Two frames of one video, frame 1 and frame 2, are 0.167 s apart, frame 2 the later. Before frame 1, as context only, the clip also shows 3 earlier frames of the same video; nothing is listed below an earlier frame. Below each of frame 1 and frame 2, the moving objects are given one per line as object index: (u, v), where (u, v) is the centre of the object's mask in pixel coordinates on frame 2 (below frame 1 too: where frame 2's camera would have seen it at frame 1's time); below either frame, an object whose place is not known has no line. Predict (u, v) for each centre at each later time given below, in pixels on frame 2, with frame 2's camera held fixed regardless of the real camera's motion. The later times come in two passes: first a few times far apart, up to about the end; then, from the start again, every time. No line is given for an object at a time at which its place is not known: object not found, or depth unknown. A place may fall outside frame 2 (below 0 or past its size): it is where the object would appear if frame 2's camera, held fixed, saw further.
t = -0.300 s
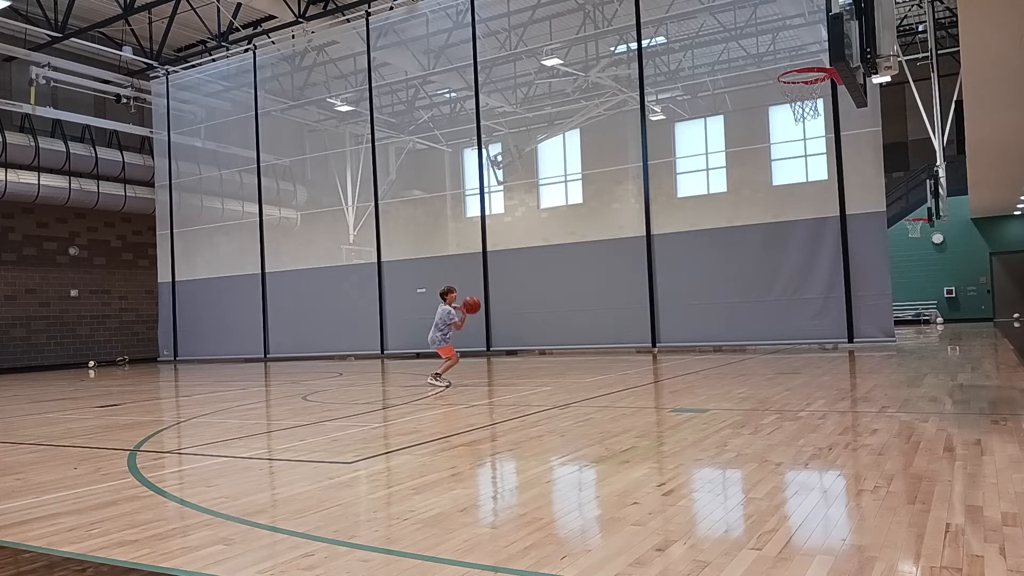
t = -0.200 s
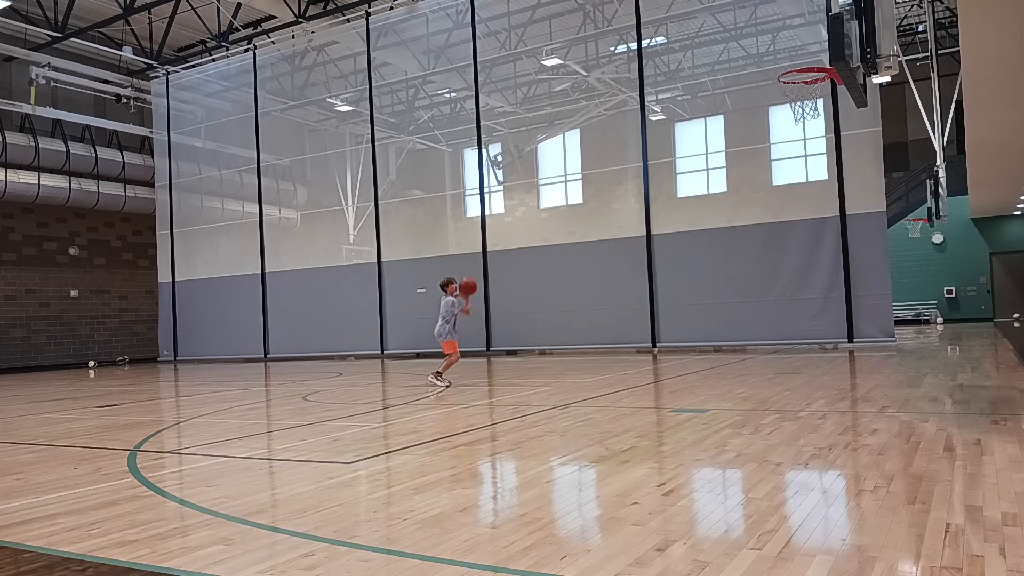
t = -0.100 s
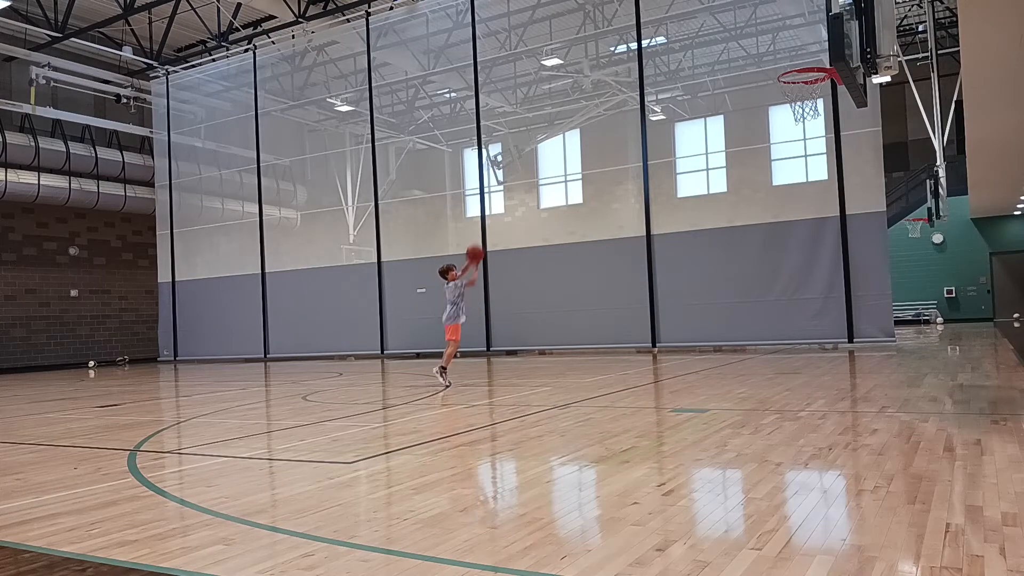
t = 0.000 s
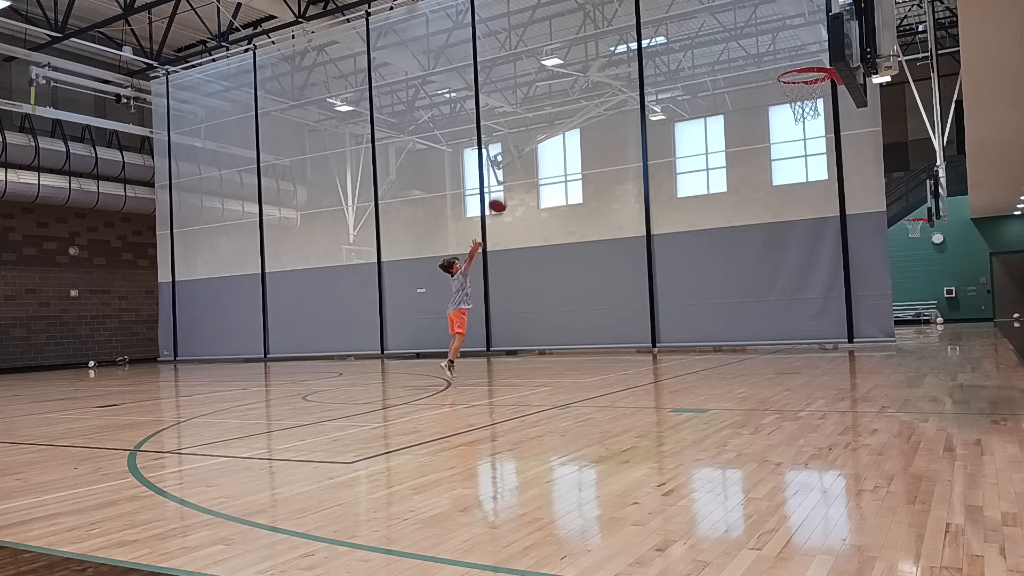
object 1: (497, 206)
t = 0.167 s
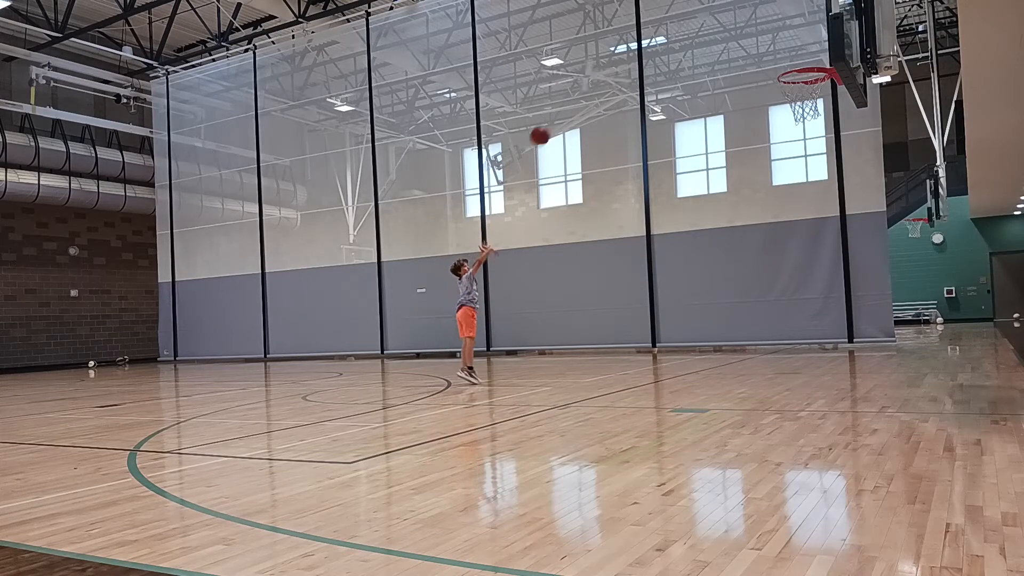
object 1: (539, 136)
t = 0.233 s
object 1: (558, 113)
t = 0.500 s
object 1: (639, 50)
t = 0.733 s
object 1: (723, 43)
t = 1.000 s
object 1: (813, 71)
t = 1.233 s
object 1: (792, 66)
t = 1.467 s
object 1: (812, 63)
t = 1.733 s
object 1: (801, 102)
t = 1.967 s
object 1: (784, 142)
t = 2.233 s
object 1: (769, 253)
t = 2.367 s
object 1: (764, 336)
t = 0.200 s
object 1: (549, 123)
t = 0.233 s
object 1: (558, 113)
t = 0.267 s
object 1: (568, 102)
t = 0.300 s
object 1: (577, 92)
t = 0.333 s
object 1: (587, 83)
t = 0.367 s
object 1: (597, 74)
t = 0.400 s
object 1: (607, 67)
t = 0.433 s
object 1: (618, 60)
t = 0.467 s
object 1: (628, 55)
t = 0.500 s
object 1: (639, 50)
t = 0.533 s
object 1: (651, 46)
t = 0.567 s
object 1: (662, 42)
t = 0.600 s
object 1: (674, 41)
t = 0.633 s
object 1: (686, 40)
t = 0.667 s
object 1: (698, 40)
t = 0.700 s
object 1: (710, 41)
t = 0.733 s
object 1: (723, 43)
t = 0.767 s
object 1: (736, 46)
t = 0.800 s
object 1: (749, 50)
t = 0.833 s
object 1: (763, 56)
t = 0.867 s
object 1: (777, 63)
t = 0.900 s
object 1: (788, 63)
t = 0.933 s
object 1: (798, 65)
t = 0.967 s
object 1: (809, 68)
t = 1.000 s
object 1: (813, 71)
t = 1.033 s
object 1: (812, 72)
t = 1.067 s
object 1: (809, 75)
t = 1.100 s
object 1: (803, 73)
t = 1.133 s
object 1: (796, 72)
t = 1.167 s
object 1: (789, 72)
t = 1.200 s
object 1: (790, 69)
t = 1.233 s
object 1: (792, 66)
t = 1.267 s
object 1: (794, 63)
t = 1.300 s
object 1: (796, 62)
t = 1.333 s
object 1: (798, 61)
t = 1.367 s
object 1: (802, 60)
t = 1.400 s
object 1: (805, 59)
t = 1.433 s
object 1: (809, 59)
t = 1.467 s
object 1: (812, 63)
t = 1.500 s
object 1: (814, 61)
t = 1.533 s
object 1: (814, 71)
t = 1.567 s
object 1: (816, 74)
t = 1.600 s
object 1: (813, 81)
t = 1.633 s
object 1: (811, 84)
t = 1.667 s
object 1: (808, 90)
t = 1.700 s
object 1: (804, 96)
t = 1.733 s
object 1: (801, 102)
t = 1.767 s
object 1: (798, 106)
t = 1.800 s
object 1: (795, 110)
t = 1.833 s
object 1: (793, 114)
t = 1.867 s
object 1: (791, 120)
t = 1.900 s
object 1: (788, 126)
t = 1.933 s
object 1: (786, 134)
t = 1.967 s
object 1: (784, 142)
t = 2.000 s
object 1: (782, 153)
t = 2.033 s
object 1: (780, 164)
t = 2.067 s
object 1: (778, 176)
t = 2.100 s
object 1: (776, 189)
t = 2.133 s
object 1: (775, 203)
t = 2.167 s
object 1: (773, 219)
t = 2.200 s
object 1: (771, 235)
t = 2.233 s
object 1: (769, 253)
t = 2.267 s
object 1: (768, 272)
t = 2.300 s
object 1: (767, 293)
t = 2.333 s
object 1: (765, 314)
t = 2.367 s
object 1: (764, 336)
